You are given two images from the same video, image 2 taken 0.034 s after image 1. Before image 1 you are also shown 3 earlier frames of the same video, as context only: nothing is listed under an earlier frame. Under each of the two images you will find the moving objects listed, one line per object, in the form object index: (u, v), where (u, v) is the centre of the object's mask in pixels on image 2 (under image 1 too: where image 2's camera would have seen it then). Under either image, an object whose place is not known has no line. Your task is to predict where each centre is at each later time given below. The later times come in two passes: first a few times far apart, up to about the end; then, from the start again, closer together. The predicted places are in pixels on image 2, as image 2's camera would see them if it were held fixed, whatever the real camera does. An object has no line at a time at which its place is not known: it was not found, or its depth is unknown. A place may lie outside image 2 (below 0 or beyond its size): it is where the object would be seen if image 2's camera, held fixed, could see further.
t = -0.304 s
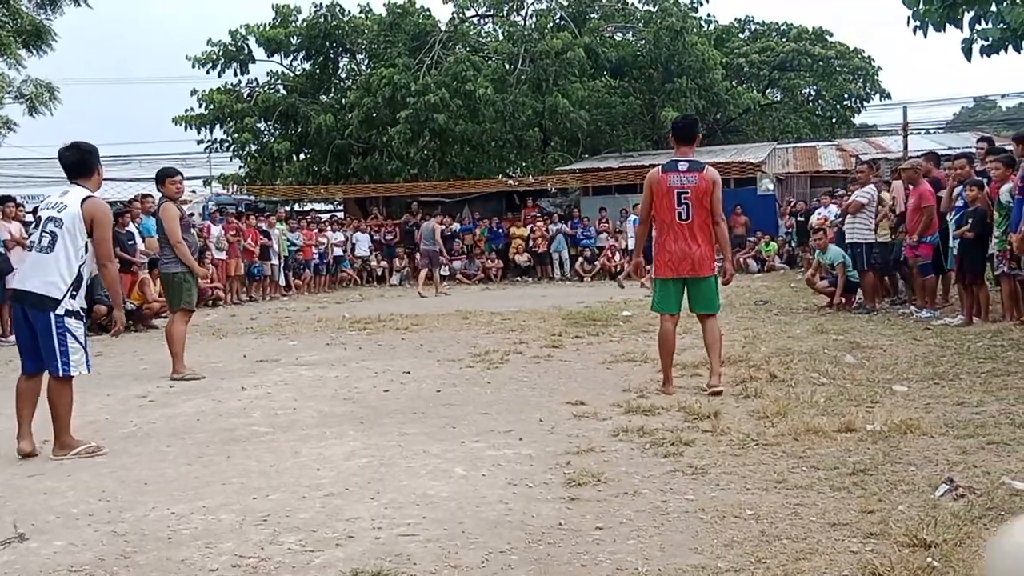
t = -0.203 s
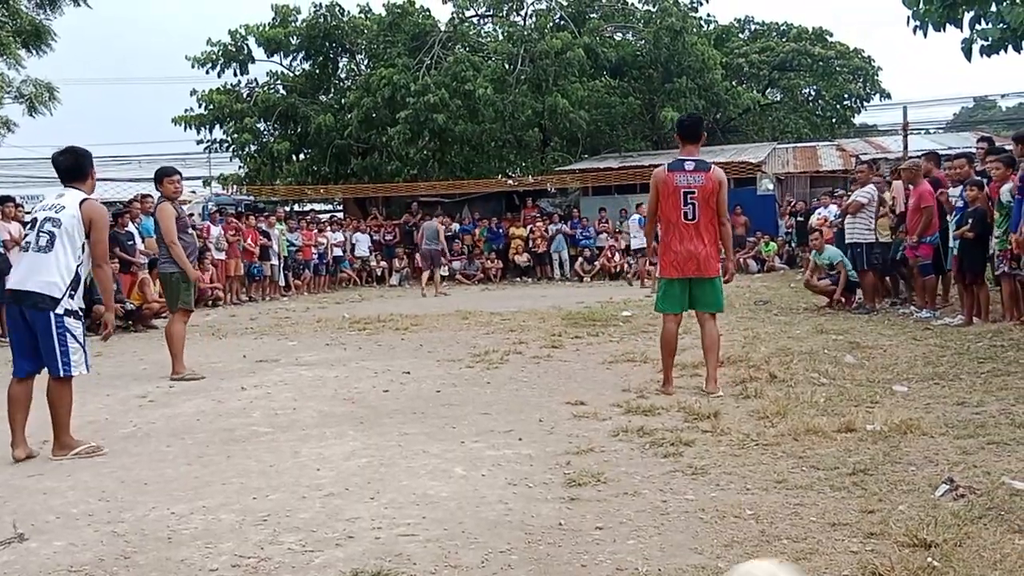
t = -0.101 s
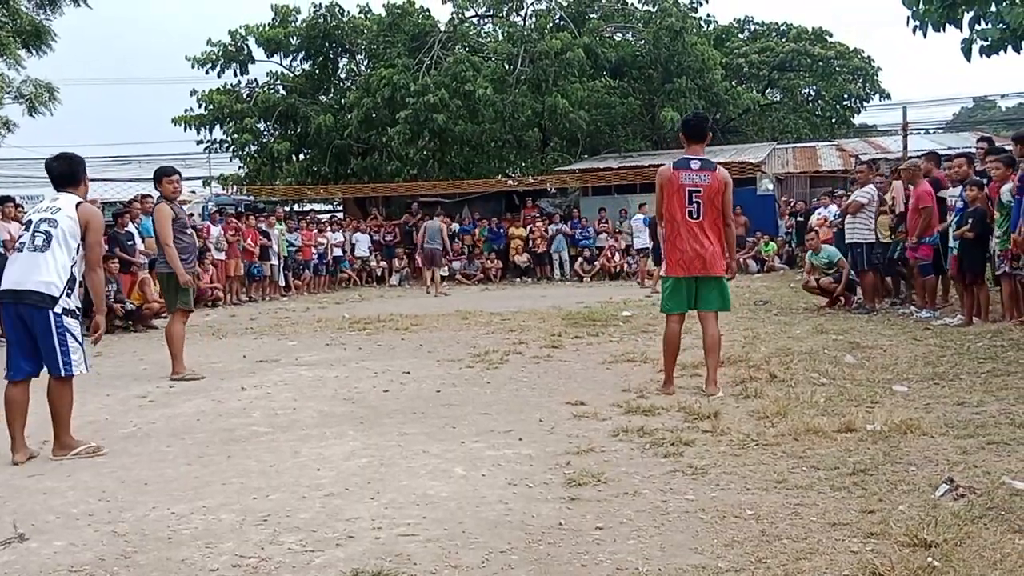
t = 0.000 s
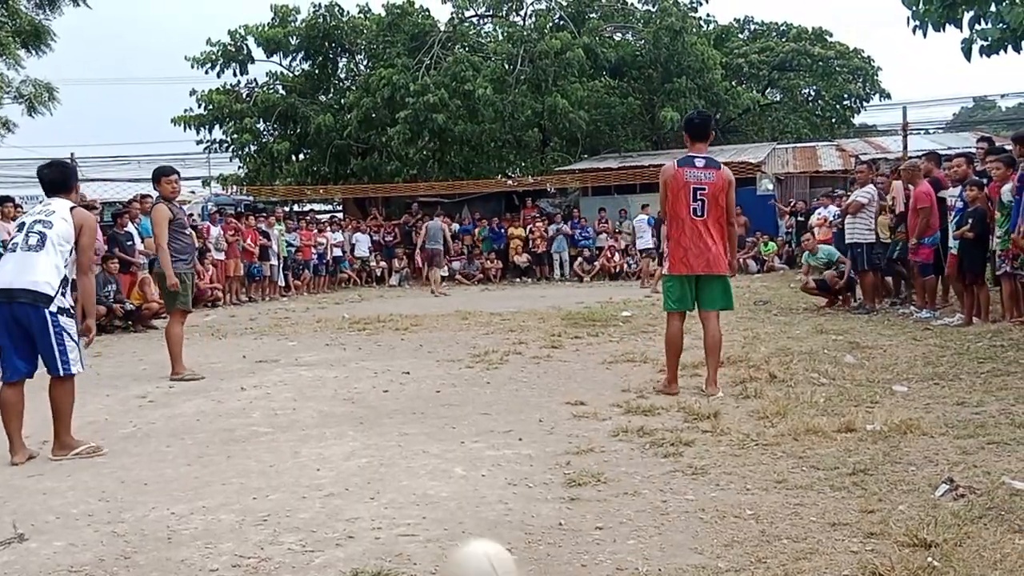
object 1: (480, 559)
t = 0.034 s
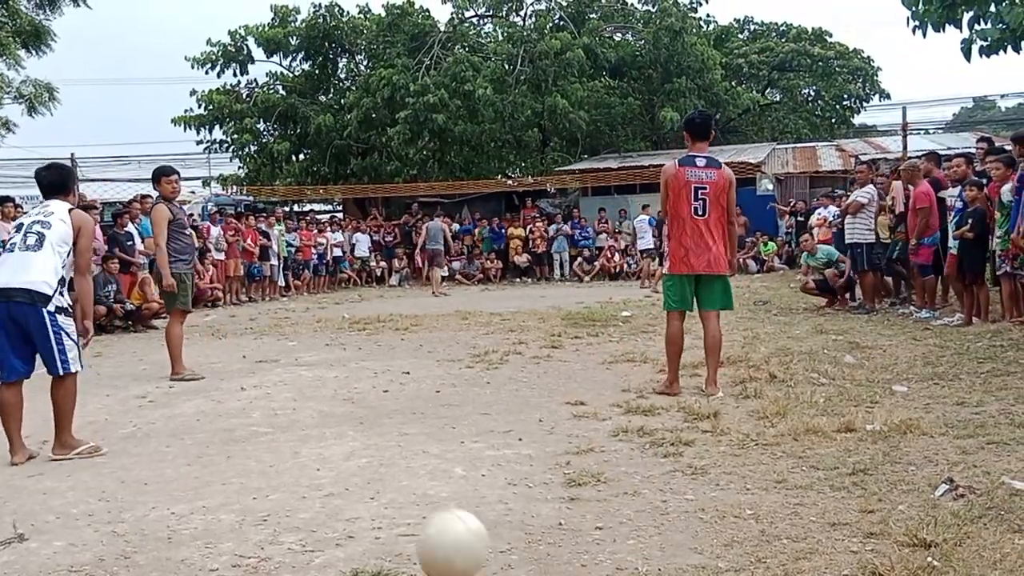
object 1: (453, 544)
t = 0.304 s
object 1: (283, 499)
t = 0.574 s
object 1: (175, 482)
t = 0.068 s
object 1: (427, 522)
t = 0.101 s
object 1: (403, 505)
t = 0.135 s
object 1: (380, 491)
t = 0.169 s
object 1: (358, 482)
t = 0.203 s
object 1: (338, 480)
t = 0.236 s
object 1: (317, 483)
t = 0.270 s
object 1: (298, 490)
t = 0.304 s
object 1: (283, 499)
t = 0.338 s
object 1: (266, 513)
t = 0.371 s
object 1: (250, 531)
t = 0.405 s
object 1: (233, 551)
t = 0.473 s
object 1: (204, 549)
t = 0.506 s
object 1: (195, 523)
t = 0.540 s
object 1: (184, 499)
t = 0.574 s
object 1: (175, 482)
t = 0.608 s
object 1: (165, 468)
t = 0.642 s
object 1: (155, 460)
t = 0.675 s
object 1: (147, 455)
